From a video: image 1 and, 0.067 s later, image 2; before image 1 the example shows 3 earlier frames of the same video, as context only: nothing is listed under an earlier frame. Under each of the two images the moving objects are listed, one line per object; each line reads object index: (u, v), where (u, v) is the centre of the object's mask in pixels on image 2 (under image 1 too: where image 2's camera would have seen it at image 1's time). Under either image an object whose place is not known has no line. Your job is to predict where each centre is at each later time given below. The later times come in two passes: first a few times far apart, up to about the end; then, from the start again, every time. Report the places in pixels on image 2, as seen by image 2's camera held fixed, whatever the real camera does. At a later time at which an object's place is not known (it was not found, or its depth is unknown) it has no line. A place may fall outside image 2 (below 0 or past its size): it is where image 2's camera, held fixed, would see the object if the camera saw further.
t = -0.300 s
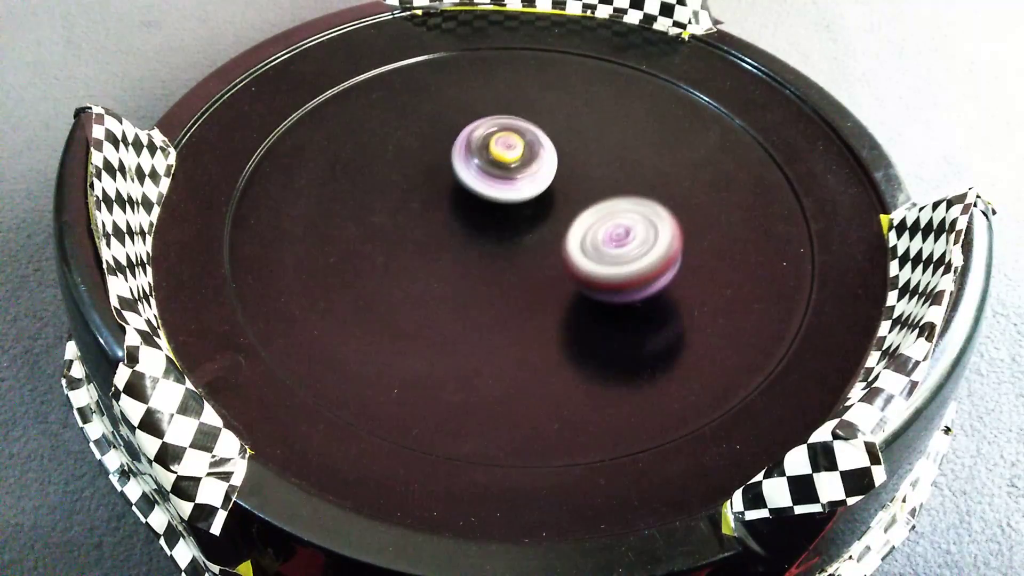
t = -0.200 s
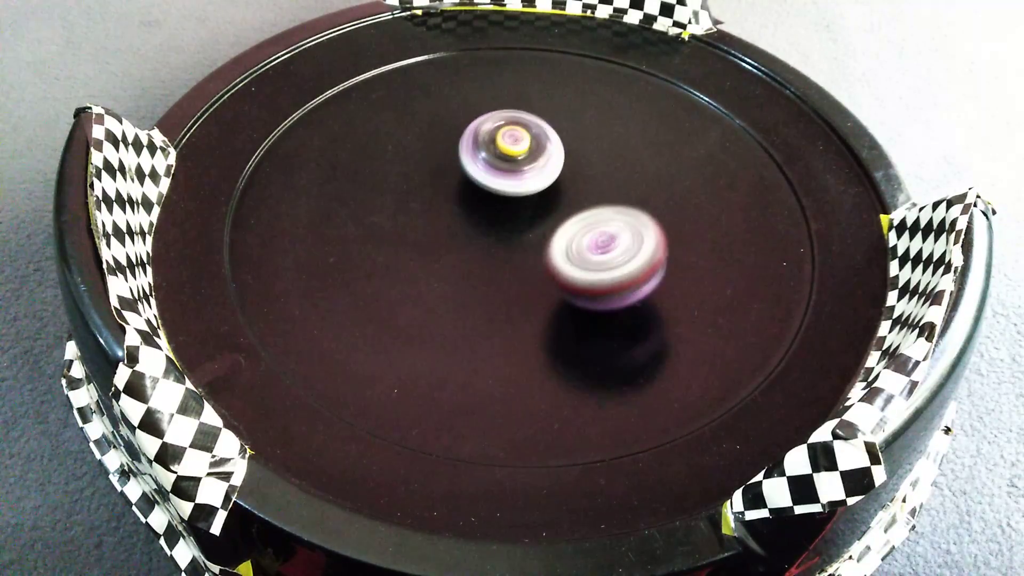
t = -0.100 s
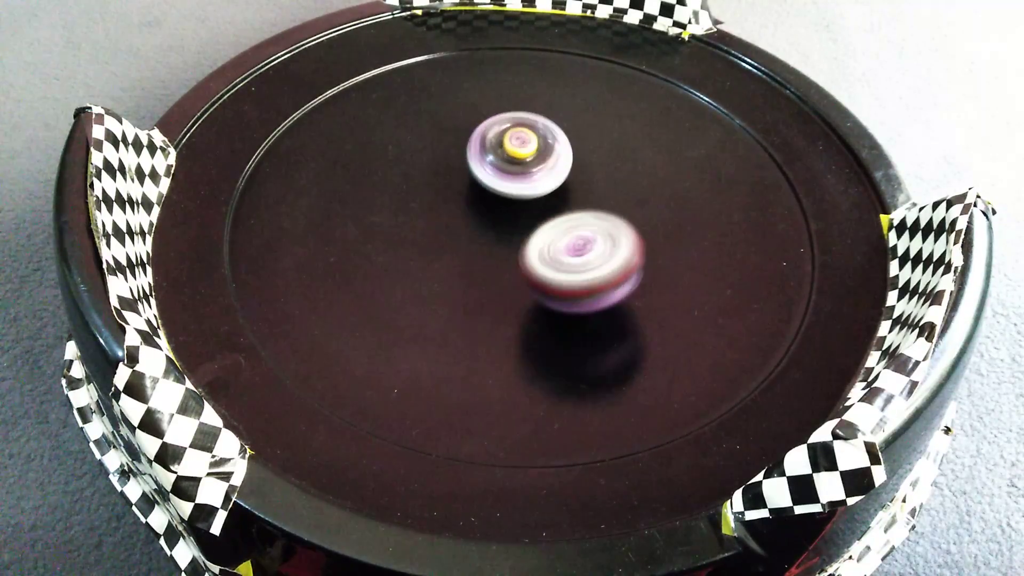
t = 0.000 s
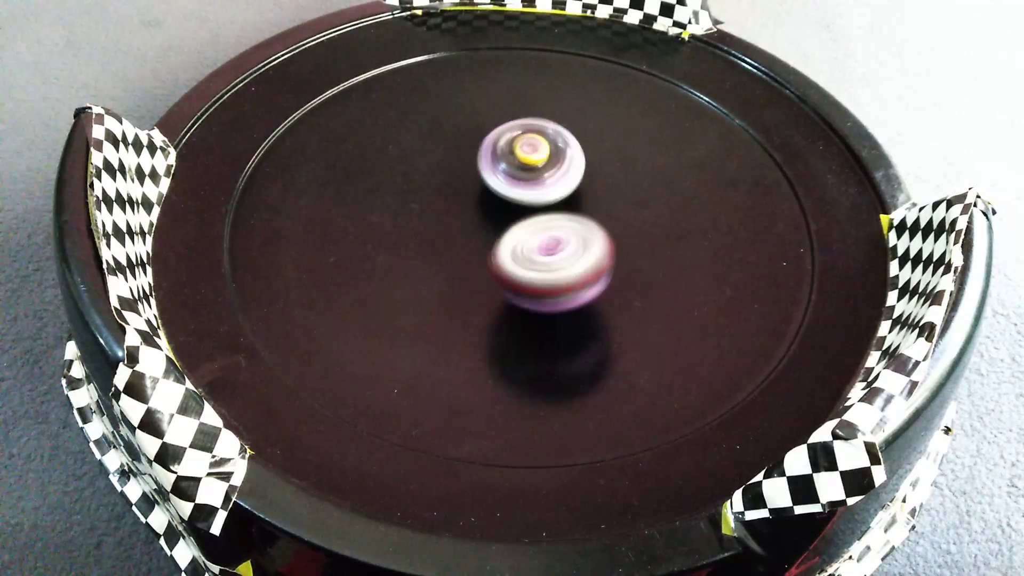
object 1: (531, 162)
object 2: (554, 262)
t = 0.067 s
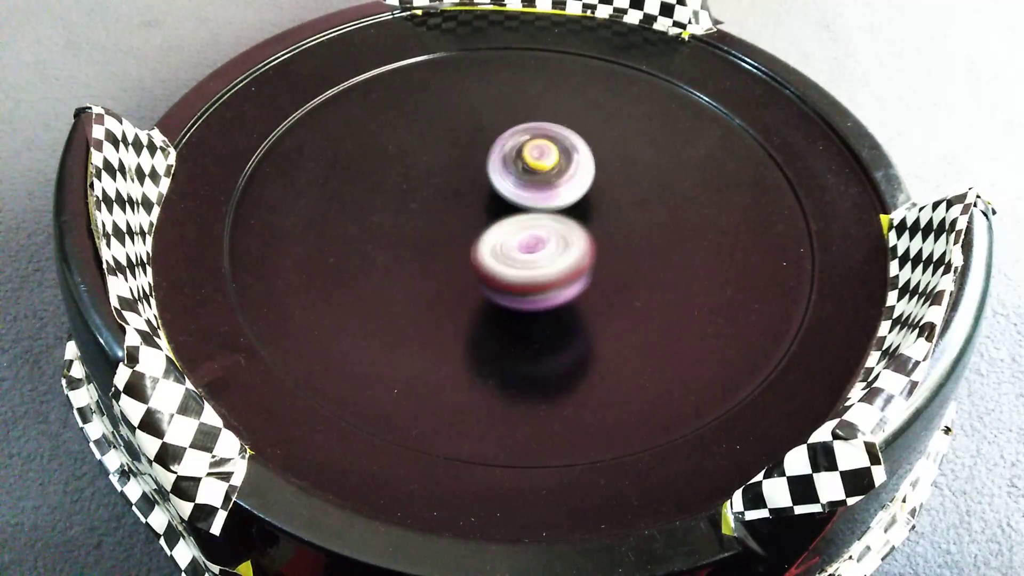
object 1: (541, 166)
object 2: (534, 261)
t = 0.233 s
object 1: (566, 182)
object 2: (490, 254)
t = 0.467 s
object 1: (597, 203)
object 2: (452, 244)
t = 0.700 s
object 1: (595, 214)
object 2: (479, 228)
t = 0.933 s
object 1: (573, 224)
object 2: (465, 190)
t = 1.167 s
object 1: (546, 253)
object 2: (446, 144)
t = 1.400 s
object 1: (501, 257)
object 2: (511, 160)
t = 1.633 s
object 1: (480, 258)
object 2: (599, 125)
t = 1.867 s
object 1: (490, 226)
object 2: (604, 168)
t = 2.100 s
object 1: (504, 195)
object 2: (616, 235)
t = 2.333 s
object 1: (544, 175)
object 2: (576, 267)
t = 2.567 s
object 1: (583, 174)
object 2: (501, 241)
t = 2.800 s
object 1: (600, 187)
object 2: (465, 201)
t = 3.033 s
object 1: (583, 212)
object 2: (474, 186)
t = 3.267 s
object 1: (615, 252)
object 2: (406, 132)
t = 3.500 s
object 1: (580, 257)
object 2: (456, 143)
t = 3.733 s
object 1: (521, 254)
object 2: (585, 140)
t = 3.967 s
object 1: (489, 215)
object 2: (650, 135)
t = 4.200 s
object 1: (506, 171)
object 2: (603, 213)
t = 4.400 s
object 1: (542, 156)
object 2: (510, 275)
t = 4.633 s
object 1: (576, 166)
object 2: (473, 273)
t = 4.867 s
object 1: (593, 206)
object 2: (486, 223)
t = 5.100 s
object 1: (592, 244)
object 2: (450, 172)
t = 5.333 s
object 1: (546, 235)
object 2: (505, 151)
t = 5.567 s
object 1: (476, 244)
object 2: (573, 149)
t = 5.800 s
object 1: (485, 248)
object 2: (587, 204)
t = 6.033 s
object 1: (483, 219)
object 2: (590, 247)
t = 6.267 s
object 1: (470, 195)
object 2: (568, 240)
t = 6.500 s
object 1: (478, 181)
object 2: (573, 227)
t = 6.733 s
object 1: (489, 179)
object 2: (573, 231)
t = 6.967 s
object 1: (506, 168)
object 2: (558, 239)
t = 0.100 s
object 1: (546, 169)
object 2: (524, 260)
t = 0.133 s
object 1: (551, 172)
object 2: (515, 258)
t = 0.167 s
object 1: (556, 175)
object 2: (506, 257)
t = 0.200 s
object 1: (561, 179)
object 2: (497, 255)
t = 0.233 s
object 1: (566, 182)
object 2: (490, 254)
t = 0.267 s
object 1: (572, 186)
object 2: (483, 253)
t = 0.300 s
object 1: (577, 189)
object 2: (476, 251)
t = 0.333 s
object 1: (582, 193)
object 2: (470, 250)
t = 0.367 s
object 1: (586, 195)
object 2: (464, 249)
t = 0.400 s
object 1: (591, 199)
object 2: (460, 247)
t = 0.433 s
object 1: (594, 201)
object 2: (456, 246)
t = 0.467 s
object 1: (597, 203)
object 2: (452, 244)
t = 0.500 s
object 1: (599, 205)
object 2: (451, 243)
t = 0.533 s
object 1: (601, 207)
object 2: (451, 242)
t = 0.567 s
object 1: (602, 209)
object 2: (454, 240)
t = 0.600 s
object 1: (602, 210)
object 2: (460, 238)
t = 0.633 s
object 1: (600, 212)
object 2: (466, 235)
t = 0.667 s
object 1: (598, 213)
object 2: (472, 231)
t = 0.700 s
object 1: (595, 214)
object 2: (479, 228)
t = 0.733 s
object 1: (593, 215)
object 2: (481, 222)
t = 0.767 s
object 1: (596, 217)
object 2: (472, 216)
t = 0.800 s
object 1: (596, 218)
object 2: (466, 210)
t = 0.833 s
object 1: (592, 219)
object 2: (462, 204)
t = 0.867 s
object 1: (587, 220)
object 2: (461, 199)
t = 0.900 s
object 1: (580, 222)
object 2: (463, 194)
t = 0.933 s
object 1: (573, 224)
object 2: (465, 190)
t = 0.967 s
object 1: (576, 230)
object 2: (458, 178)
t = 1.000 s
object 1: (576, 238)
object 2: (447, 167)
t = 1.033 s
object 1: (572, 246)
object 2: (437, 150)
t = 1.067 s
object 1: (566, 247)
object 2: (436, 144)
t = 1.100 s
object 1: (559, 250)
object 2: (437, 142)
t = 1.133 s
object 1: (552, 252)
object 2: (440, 142)
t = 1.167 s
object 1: (546, 253)
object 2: (446, 144)
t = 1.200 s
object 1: (539, 255)
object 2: (452, 146)
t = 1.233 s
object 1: (532, 255)
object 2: (460, 149)
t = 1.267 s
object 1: (526, 255)
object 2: (468, 153)
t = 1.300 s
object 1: (519, 256)
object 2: (478, 157)
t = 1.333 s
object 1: (513, 255)
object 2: (487, 160)
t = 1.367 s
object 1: (507, 254)
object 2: (497, 163)
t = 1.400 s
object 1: (501, 257)
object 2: (511, 160)
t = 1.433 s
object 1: (494, 262)
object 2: (526, 152)
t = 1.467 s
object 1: (490, 264)
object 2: (540, 144)
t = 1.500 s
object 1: (486, 264)
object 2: (553, 137)
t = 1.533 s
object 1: (484, 264)
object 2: (567, 132)
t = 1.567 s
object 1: (482, 263)
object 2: (579, 128)
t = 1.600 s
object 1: (480, 261)
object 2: (590, 125)
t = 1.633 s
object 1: (480, 258)
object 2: (599, 125)
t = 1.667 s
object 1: (480, 255)
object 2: (605, 126)
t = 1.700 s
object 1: (481, 251)
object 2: (610, 129)
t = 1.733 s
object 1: (482, 247)
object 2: (613, 134)
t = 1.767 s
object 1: (484, 241)
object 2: (614, 140)
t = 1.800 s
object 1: (485, 237)
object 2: (613, 148)
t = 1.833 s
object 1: (488, 231)
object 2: (609, 158)
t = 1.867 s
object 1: (490, 226)
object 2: (604, 168)
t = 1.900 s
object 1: (492, 221)
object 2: (599, 179)
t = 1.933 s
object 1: (489, 217)
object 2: (600, 189)
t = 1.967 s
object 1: (488, 213)
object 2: (606, 199)
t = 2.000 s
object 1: (491, 207)
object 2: (611, 208)
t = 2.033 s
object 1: (495, 204)
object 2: (614, 217)
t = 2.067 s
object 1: (499, 199)
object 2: (615, 226)
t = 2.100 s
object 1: (504, 195)
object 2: (616, 235)
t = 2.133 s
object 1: (509, 191)
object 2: (614, 243)
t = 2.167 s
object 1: (515, 188)
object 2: (612, 250)
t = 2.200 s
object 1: (521, 185)
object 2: (607, 256)
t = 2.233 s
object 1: (527, 182)
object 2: (602, 260)
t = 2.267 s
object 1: (533, 179)
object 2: (594, 264)
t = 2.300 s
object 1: (538, 177)
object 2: (585, 266)
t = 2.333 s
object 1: (544, 175)
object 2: (576, 267)
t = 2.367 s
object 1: (550, 174)
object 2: (565, 267)
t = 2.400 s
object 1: (558, 172)
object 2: (554, 265)
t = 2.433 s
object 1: (563, 171)
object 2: (543, 262)
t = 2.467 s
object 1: (568, 171)
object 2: (532, 257)
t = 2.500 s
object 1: (574, 172)
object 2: (521, 253)
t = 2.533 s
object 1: (579, 173)
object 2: (511, 247)
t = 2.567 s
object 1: (583, 174)
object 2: (501, 241)
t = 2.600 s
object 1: (588, 176)
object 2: (493, 234)
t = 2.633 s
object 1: (592, 177)
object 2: (486, 227)
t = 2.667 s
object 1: (595, 179)
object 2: (479, 222)
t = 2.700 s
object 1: (598, 181)
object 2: (474, 216)
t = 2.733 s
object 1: (600, 183)
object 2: (470, 210)
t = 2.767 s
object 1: (600, 185)
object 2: (467, 205)
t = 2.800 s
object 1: (600, 187)
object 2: (465, 201)
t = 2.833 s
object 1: (599, 191)
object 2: (464, 197)
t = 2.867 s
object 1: (597, 194)
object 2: (464, 194)
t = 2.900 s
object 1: (596, 197)
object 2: (465, 192)
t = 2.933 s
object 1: (593, 202)
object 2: (466, 190)
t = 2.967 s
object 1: (590, 205)
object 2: (469, 188)
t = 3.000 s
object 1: (587, 209)
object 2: (471, 187)
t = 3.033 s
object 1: (583, 212)
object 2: (474, 186)
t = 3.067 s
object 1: (583, 219)
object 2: (473, 182)
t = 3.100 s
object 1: (597, 230)
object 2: (457, 172)
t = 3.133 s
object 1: (606, 237)
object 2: (439, 161)
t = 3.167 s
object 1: (613, 243)
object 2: (427, 152)
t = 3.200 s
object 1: (614, 248)
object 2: (416, 143)
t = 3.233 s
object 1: (615, 249)
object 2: (409, 136)
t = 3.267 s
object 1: (615, 252)
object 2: (406, 132)
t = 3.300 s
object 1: (613, 255)
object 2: (406, 129)
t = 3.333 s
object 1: (609, 256)
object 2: (408, 128)
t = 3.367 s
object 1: (606, 257)
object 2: (413, 128)
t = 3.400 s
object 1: (601, 258)
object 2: (421, 130)
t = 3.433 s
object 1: (594, 259)
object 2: (431, 133)
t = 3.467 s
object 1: (586, 258)
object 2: (443, 137)
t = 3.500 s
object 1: (580, 257)
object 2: (456, 143)
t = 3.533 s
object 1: (574, 256)
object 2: (471, 149)
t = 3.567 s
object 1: (566, 254)
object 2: (487, 154)
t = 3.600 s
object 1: (558, 252)
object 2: (506, 160)
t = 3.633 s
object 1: (550, 249)
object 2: (526, 163)
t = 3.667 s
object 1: (539, 255)
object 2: (547, 156)
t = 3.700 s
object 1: (528, 256)
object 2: (567, 147)
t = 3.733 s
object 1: (521, 254)
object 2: (585, 140)
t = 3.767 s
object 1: (513, 249)
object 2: (601, 132)
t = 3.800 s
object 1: (506, 245)
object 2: (613, 128)
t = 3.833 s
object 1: (498, 239)
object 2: (623, 125)
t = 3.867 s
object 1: (496, 231)
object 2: (635, 125)
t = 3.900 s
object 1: (493, 227)
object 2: (641, 126)
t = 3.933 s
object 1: (490, 222)
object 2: (645, 126)
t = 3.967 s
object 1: (489, 215)
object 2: (650, 135)
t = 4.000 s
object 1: (487, 208)
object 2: (651, 142)
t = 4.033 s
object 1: (489, 199)
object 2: (648, 151)
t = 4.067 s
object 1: (491, 195)
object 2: (643, 162)
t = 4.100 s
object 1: (492, 190)
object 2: (636, 175)
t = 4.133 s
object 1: (496, 184)
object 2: (628, 187)
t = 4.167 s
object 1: (500, 177)
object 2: (616, 200)
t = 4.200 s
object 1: (506, 171)
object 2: (603, 213)
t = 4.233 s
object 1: (509, 167)
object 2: (588, 226)
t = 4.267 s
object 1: (515, 163)
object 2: (573, 239)
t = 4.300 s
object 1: (521, 160)
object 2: (555, 251)
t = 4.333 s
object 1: (529, 159)
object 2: (541, 261)
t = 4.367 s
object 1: (536, 157)
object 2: (524, 269)
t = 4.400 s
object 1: (542, 156)
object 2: (510, 275)
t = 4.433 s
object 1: (548, 155)
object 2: (497, 281)
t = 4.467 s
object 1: (555, 154)
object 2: (487, 282)
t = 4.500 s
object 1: (561, 155)
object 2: (479, 284)
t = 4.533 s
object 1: (565, 157)
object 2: (474, 283)
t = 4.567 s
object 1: (569, 159)
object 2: (472, 280)
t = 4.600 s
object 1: (572, 163)
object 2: (471, 278)
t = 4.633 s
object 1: (576, 166)
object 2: (473, 273)
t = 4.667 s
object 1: (580, 171)
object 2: (476, 266)
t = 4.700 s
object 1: (582, 175)
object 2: (479, 259)
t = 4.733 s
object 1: (583, 182)
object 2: (482, 252)
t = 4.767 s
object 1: (584, 187)
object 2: (487, 245)
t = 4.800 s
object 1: (587, 192)
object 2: (491, 237)
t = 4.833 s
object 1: (589, 199)
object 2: (494, 230)
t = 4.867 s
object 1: (593, 206)
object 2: (486, 223)
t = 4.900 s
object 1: (602, 212)
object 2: (472, 214)
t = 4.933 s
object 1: (606, 220)
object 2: (462, 206)
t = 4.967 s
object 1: (606, 226)
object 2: (455, 198)
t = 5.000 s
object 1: (605, 232)
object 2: (450, 191)
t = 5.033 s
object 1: (602, 238)
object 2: (448, 184)
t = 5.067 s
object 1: (597, 242)
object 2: (448, 177)
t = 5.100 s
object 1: (592, 244)
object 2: (450, 172)
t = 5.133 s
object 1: (586, 245)
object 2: (454, 166)
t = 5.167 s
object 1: (581, 246)
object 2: (459, 162)
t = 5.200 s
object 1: (574, 245)
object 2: (466, 159)
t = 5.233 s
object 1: (567, 244)
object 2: (475, 155)
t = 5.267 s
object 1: (560, 242)
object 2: (485, 154)
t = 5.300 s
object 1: (552, 238)
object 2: (495, 153)
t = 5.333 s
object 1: (546, 235)
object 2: (505, 151)
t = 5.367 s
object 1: (536, 235)
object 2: (516, 148)
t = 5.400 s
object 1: (525, 235)
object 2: (526, 143)
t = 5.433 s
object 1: (511, 236)
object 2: (537, 141)
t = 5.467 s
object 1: (498, 237)
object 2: (547, 142)
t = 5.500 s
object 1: (488, 238)
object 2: (558, 142)
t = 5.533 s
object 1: (480, 241)
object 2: (565, 145)
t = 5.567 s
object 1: (476, 244)
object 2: (573, 149)
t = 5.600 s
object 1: (474, 248)
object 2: (580, 155)
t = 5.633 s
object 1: (475, 250)
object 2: (584, 161)
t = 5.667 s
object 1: (476, 251)
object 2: (588, 169)
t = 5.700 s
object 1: (478, 252)
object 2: (591, 177)
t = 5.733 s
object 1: (479, 251)
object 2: (591, 186)
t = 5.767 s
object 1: (482, 250)
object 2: (591, 195)
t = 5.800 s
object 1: (485, 248)
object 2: (587, 204)
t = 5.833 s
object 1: (489, 247)
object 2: (584, 212)
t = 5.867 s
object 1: (487, 241)
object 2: (588, 228)
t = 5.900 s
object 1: (486, 239)
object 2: (589, 232)
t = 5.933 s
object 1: (486, 237)
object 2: (589, 236)
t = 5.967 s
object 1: (485, 232)
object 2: (590, 240)
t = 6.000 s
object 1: (484, 226)
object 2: (593, 244)
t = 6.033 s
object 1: (483, 219)
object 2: (590, 247)
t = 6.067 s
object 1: (482, 213)
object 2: (587, 248)
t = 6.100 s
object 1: (481, 208)
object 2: (583, 247)
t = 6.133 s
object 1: (480, 205)
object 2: (580, 245)
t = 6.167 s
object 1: (477, 202)
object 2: (575, 243)
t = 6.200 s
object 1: (475, 200)
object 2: (572, 242)
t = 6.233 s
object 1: (472, 196)
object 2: (571, 242)
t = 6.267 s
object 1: (470, 195)
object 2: (568, 240)
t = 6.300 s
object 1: (469, 195)
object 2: (566, 238)
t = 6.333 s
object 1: (468, 195)
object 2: (565, 235)
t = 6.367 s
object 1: (469, 194)
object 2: (565, 231)
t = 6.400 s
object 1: (469, 194)
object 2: (565, 227)
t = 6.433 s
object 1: (473, 190)
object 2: (568, 226)
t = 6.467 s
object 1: (475, 184)
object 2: (571, 228)
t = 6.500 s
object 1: (478, 181)
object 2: (573, 227)
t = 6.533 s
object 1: (481, 179)
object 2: (574, 227)
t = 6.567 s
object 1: (485, 178)
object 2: (574, 227)
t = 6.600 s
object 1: (487, 179)
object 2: (573, 225)
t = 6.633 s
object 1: (489, 179)
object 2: (572, 224)
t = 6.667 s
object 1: (488, 179)
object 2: (573, 226)
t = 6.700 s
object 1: (488, 179)
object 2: (574, 229)
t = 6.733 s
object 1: (489, 179)
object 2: (573, 231)
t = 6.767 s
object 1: (490, 180)
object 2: (571, 231)
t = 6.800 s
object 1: (491, 180)
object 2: (569, 231)
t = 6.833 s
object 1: (492, 179)
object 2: (565, 230)
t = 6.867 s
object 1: (493, 178)
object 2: (562, 230)
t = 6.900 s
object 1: (496, 172)
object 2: (562, 233)
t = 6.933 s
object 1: (501, 168)
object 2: (559, 235)
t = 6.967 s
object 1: (506, 168)
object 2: (558, 239)
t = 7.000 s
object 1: (510, 168)
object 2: (554, 239)
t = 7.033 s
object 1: (511, 167)
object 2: (550, 239)
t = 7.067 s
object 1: (510, 167)
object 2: (547, 235)
